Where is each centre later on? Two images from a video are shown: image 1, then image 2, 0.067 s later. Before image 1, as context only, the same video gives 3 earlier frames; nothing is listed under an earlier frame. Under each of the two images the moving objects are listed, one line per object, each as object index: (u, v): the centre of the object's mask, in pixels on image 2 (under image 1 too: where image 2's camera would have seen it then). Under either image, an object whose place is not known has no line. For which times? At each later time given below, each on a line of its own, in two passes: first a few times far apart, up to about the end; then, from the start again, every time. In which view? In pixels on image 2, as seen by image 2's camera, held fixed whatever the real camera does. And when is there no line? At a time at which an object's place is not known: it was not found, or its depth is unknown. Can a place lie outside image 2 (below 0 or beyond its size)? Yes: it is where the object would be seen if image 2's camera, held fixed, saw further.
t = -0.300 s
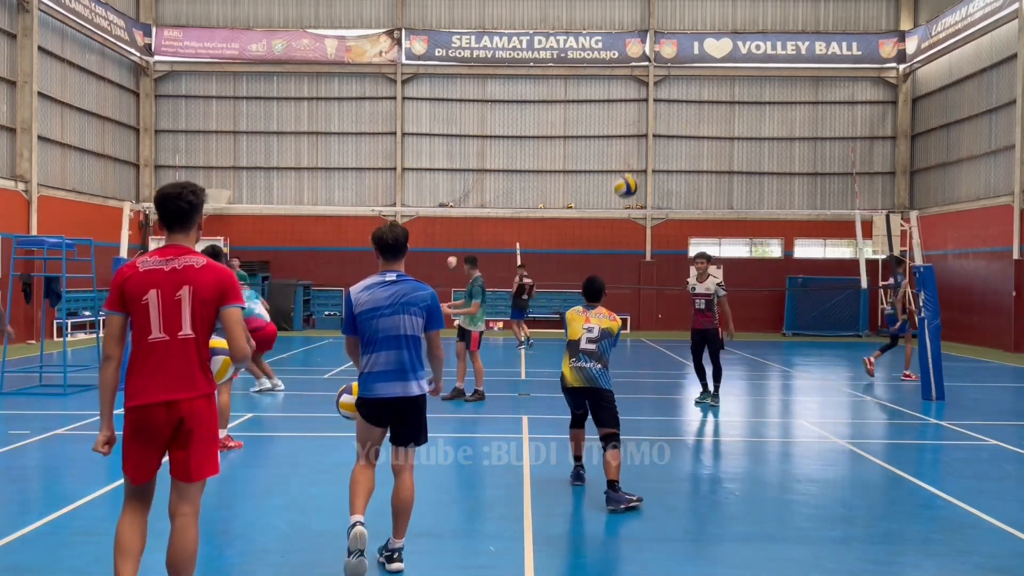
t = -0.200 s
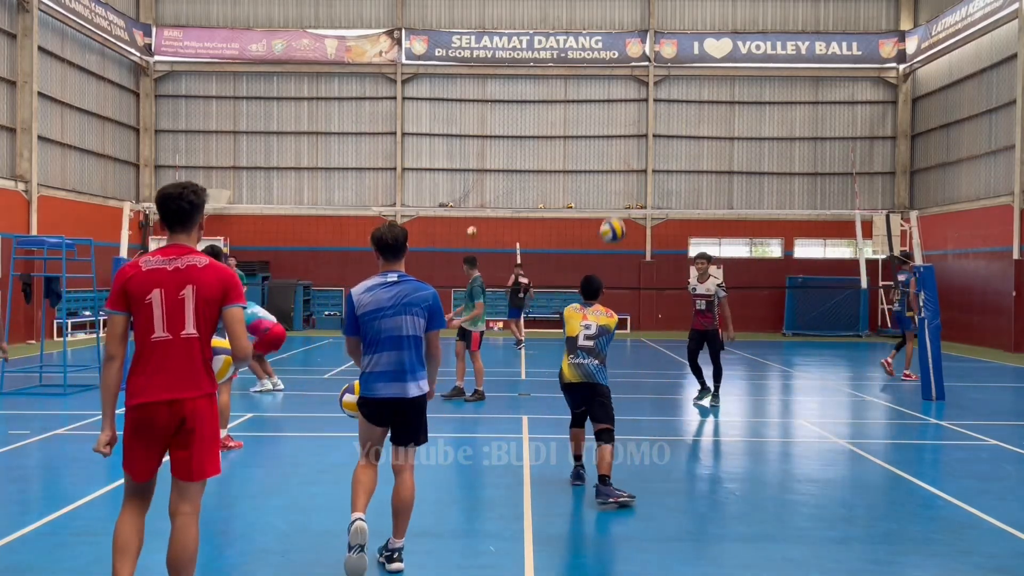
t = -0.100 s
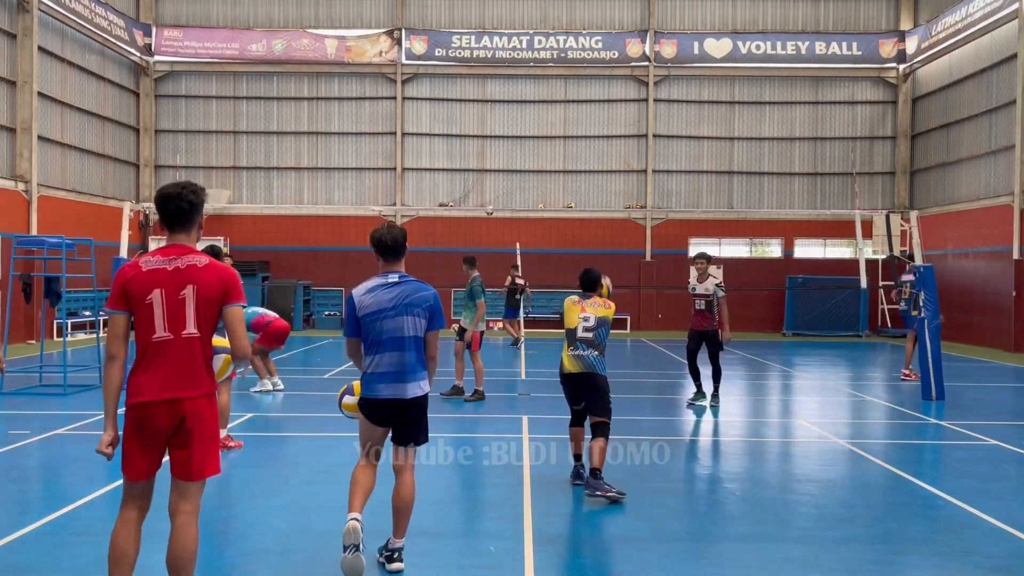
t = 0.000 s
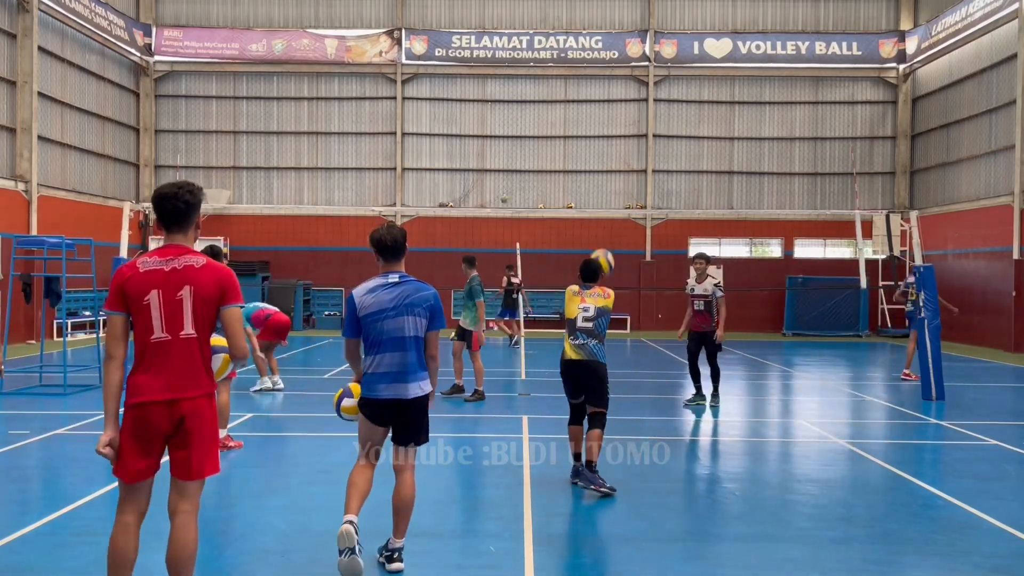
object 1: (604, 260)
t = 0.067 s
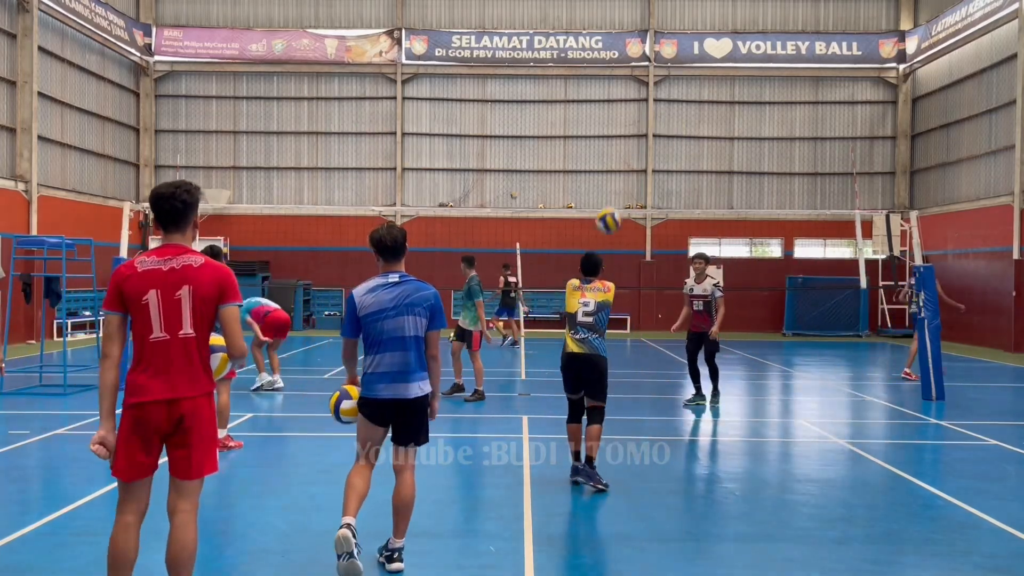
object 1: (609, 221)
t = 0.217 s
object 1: (622, 147)
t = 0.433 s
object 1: (637, 95)
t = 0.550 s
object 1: (645, 89)
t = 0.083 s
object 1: (611, 210)
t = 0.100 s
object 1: (612, 201)
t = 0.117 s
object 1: (613, 192)
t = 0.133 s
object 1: (615, 184)
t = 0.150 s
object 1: (616, 176)
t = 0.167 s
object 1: (617, 168)
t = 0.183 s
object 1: (619, 161)
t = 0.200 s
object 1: (620, 154)
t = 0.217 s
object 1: (622, 147)
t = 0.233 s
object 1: (624, 141)
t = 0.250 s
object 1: (624, 135)
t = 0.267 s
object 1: (625, 130)
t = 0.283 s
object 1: (626, 125)
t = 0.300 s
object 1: (628, 120)
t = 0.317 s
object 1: (629, 116)
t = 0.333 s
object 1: (630, 112)
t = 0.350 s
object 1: (631, 108)
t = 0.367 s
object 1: (633, 105)
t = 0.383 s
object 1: (634, 102)
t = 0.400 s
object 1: (635, 99)
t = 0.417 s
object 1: (636, 97)
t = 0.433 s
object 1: (637, 95)
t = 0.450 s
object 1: (638, 93)
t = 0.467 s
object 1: (639, 92)
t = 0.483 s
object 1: (641, 90)
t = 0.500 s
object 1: (642, 89)
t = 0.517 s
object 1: (642, 89)
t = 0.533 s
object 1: (644, 89)
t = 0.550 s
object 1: (645, 89)
